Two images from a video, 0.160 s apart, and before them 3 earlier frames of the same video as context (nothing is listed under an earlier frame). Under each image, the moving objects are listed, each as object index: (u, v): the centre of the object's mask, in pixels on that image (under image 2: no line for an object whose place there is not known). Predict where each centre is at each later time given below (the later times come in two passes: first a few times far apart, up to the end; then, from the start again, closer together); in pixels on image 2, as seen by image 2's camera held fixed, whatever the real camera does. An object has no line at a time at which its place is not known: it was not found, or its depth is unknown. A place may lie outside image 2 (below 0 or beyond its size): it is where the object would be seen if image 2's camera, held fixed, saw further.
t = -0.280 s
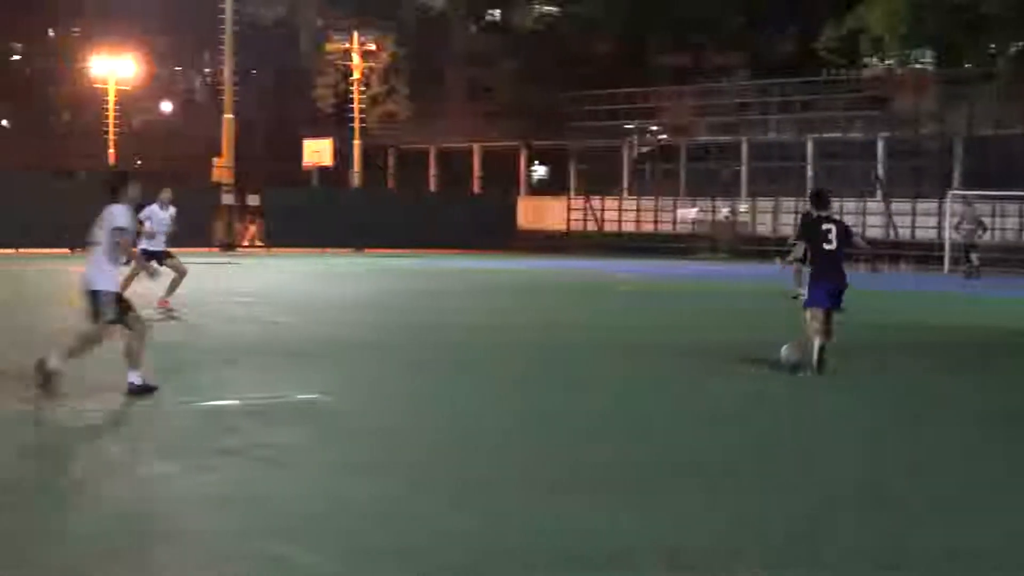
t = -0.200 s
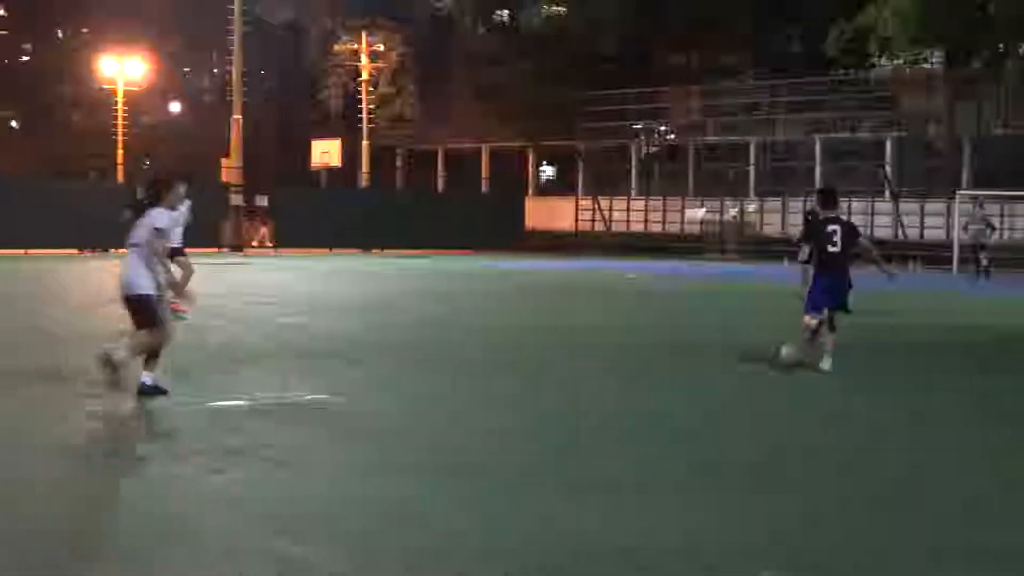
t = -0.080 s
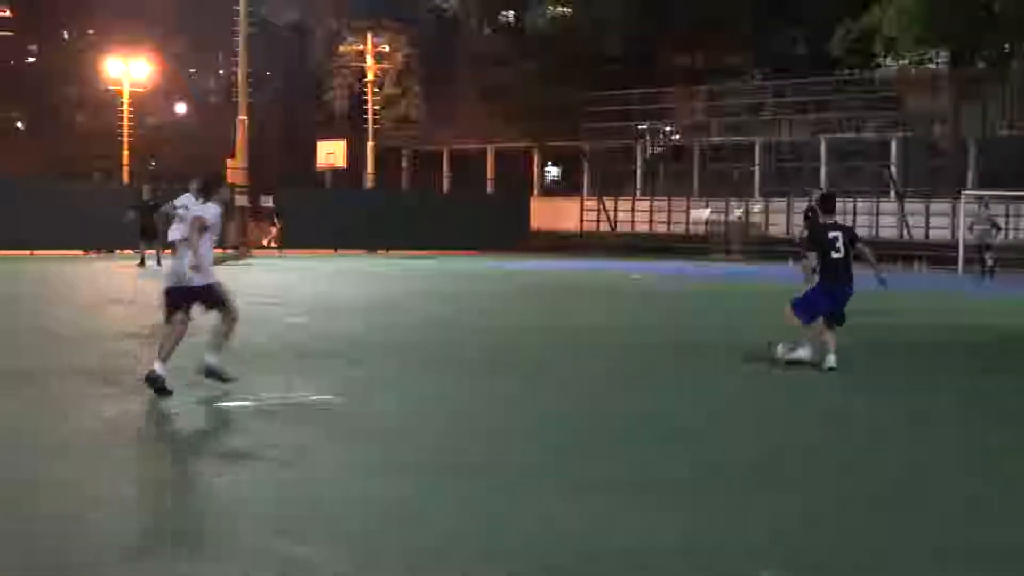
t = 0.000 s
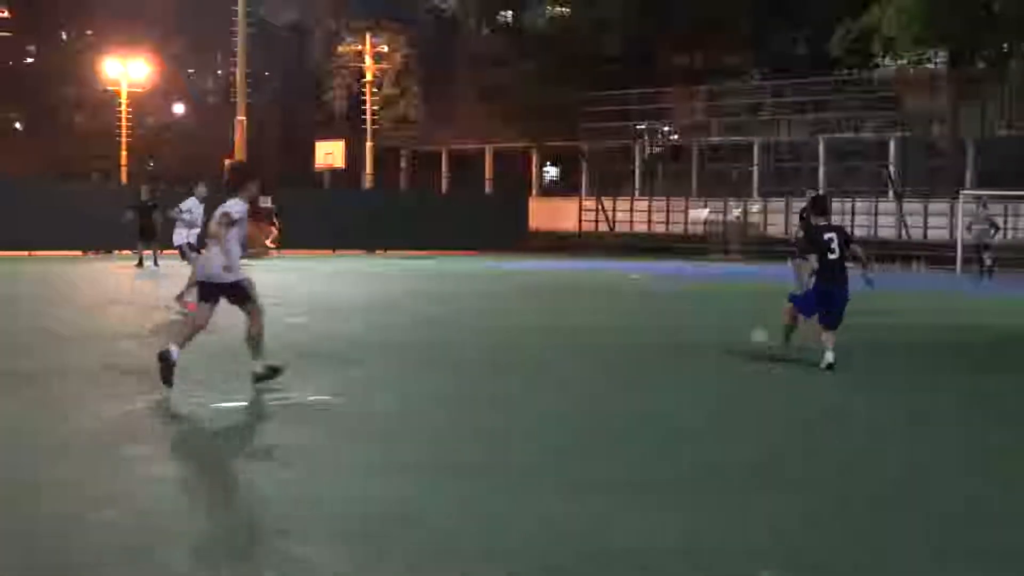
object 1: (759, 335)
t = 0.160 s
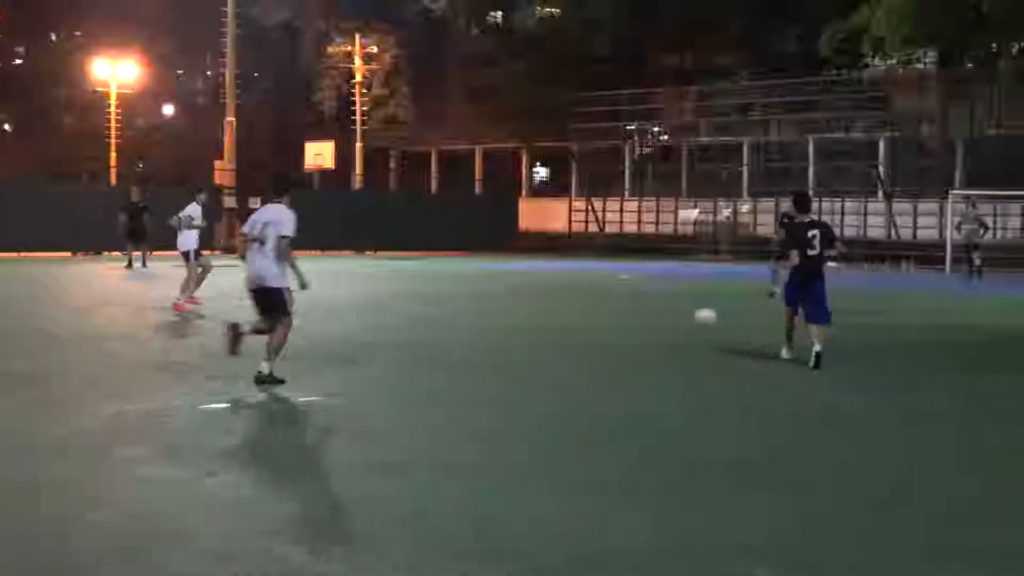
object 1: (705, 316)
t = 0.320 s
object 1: (671, 311)
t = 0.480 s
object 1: (647, 300)
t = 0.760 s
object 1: (626, 293)
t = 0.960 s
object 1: (622, 285)
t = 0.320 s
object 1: (671, 311)
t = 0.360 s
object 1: (665, 305)
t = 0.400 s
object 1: (658, 301)
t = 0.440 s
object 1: (652, 300)
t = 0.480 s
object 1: (647, 300)
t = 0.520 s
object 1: (642, 301)
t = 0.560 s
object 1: (640, 298)
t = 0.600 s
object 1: (636, 294)
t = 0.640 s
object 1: (634, 292)
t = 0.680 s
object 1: (632, 292)
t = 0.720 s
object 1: (629, 292)
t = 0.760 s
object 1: (626, 293)
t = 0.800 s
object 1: (625, 290)
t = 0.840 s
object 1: (624, 286)
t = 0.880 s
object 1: (623, 285)
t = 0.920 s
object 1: (623, 285)
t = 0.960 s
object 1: (622, 285)
